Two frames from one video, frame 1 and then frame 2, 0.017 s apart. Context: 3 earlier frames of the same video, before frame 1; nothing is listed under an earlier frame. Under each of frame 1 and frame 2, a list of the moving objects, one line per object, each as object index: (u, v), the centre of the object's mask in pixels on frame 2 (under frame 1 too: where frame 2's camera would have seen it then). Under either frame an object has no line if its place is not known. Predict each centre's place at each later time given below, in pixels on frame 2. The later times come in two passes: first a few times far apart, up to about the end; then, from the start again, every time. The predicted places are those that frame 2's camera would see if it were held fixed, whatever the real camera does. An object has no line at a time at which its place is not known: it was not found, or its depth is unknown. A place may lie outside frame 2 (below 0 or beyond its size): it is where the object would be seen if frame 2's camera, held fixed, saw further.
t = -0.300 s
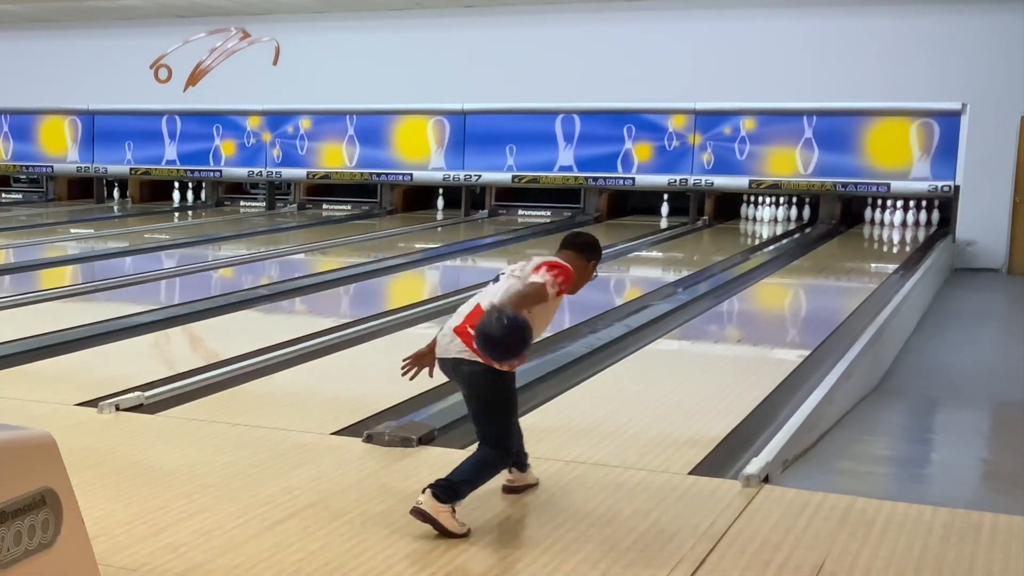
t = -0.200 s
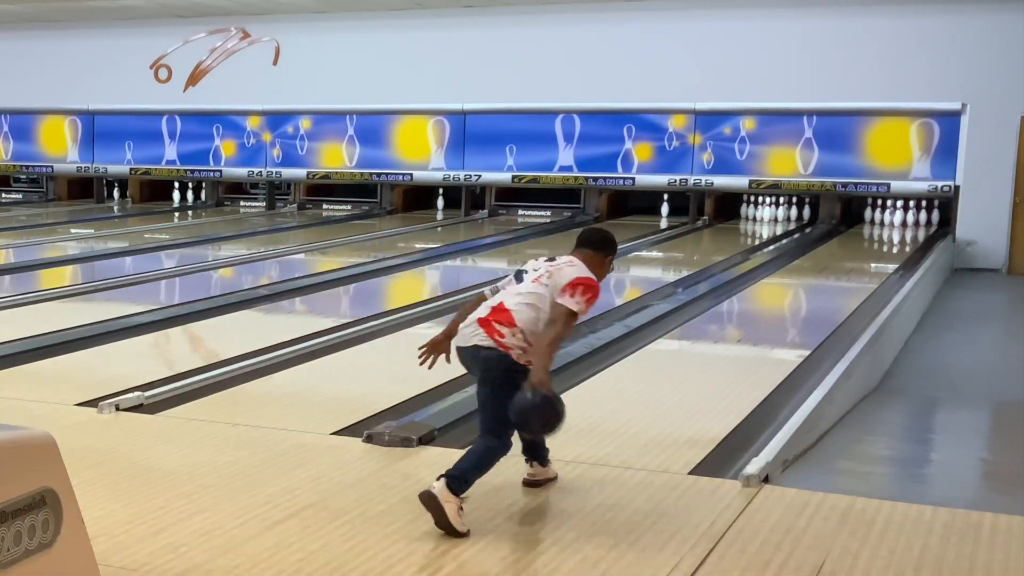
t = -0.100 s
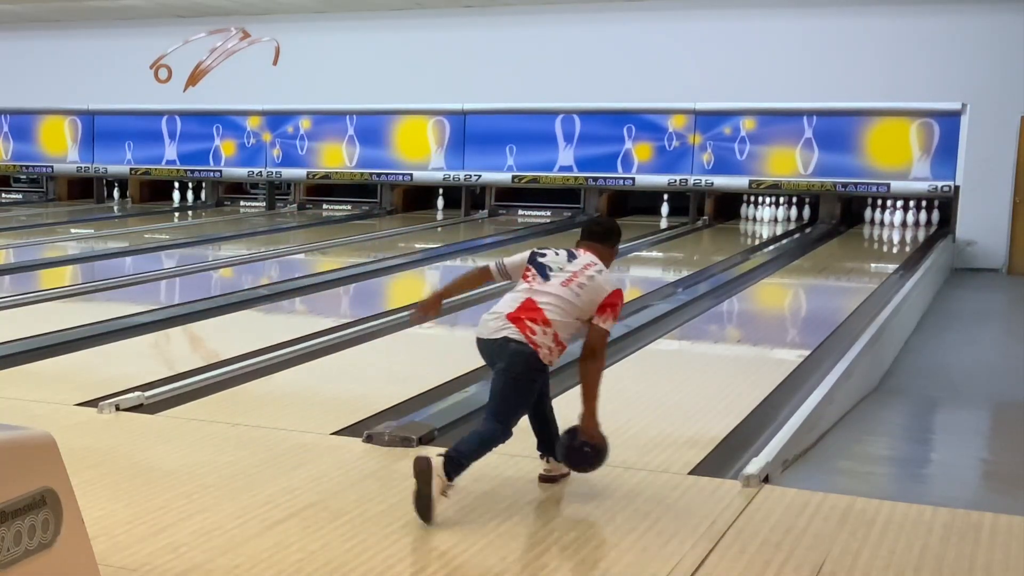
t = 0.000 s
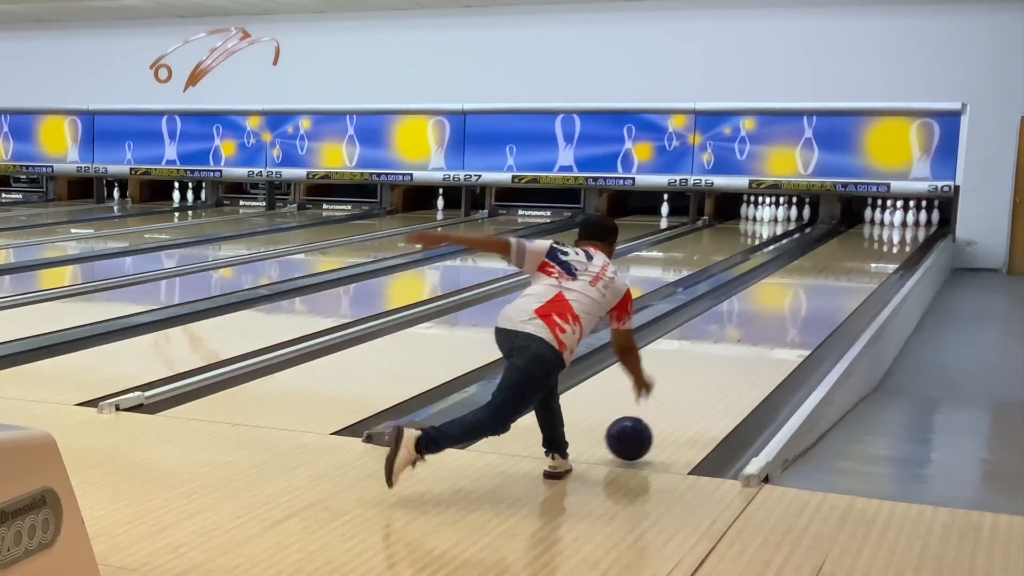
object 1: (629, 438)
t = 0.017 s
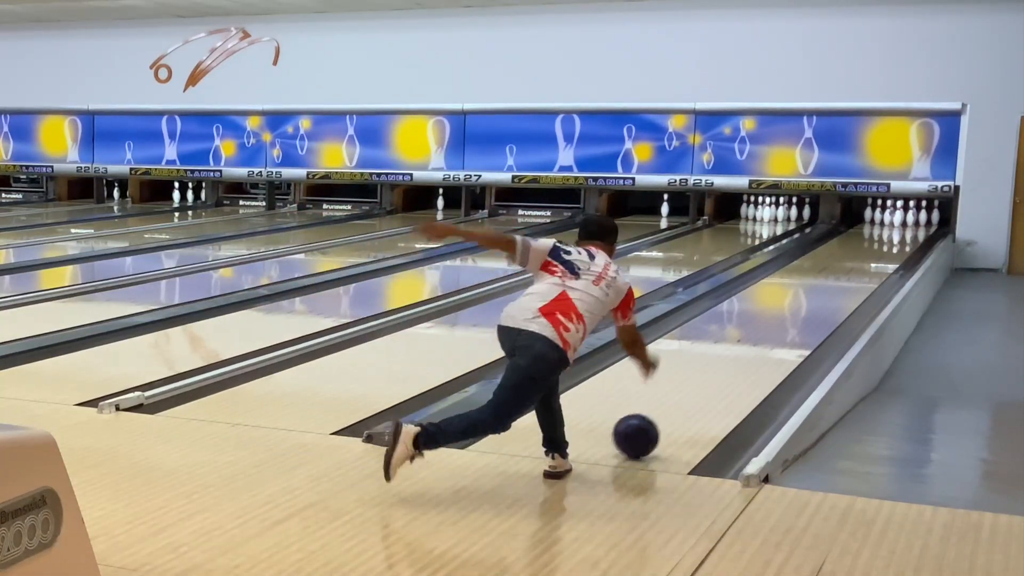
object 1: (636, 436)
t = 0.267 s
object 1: (719, 378)
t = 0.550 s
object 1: (781, 333)
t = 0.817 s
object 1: (821, 303)
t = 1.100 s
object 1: (851, 279)
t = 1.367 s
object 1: (871, 263)
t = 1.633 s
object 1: (885, 249)
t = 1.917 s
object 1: (895, 237)
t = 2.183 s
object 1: (898, 228)
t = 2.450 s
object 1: (899, 221)
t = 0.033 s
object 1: (642, 431)
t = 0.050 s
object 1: (649, 426)
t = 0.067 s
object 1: (655, 422)
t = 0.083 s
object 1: (661, 418)
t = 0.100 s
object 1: (667, 414)
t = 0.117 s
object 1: (673, 410)
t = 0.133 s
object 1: (679, 406)
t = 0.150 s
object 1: (684, 402)
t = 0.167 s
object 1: (689, 399)
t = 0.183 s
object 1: (695, 395)
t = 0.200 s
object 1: (700, 391)
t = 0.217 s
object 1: (705, 388)
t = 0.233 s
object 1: (709, 385)
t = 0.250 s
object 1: (714, 381)
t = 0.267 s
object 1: (719, 378)
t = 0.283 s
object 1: (723, 375)
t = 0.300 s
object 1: (727, 372)
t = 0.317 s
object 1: (731, 369)
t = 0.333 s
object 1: (736, 366)
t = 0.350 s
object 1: (739, 363)
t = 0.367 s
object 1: (743, 360)
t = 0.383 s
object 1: (747, 357)
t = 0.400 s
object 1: (751, 355)
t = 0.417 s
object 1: (755, 352)
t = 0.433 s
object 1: (758, 350)
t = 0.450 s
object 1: (762, 347)
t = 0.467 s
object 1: (765, 345)
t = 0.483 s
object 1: (768, 342)
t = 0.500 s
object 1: (771, 340)
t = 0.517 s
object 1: (775, 338)
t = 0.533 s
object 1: (778, 335)
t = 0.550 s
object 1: (781, 333)
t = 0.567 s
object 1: (784, 331)
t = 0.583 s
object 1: (786, 329)
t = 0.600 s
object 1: (789, 327)
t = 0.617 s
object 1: (792, 325)
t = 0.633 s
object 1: (795, 323)
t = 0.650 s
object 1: (797, 321)
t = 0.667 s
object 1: (800, 319)
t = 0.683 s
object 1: (802, 317)
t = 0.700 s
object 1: (805, 315)
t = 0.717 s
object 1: (807, 313)
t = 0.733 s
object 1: (810, 312)
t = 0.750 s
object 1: (812, 310)
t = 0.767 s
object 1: (814, 308)
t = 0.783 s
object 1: (816, 307)
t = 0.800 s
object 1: (819, 305)
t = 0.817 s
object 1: (821, 303)
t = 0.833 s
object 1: (823, 302)
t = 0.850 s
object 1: (825, 300)
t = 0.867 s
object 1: (827, 299)
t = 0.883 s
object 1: (829, 297)
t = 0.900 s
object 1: (831, 295)
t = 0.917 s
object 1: (833, 294)
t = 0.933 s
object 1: (835, 293)
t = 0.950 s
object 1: (836, 291)
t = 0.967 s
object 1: (838, 290)
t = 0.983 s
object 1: (840, 288)
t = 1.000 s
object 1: (841, 287)
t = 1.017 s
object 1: (843, 286)
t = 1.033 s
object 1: (845, 284)
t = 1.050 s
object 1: (846, 283)
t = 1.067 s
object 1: (848, 282)
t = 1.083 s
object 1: (849, 281)
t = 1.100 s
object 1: (851, 279)
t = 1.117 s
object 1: (852, 278)
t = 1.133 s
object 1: (854, 277)
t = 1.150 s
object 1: (855, 276)
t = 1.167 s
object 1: (856, 275)
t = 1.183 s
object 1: (858, 274)
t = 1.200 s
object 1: (859, 273)
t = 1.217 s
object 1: (860, 272)
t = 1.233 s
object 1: (861, 271)
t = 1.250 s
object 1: (863, 270)
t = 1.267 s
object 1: (864, 269)
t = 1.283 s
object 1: (865, 268)
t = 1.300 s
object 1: (866, 267)
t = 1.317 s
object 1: (867, 266)
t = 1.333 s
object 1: (868, 265)
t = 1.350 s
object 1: (870, 264)
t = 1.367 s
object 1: (871, 263)
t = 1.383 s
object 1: (872, 262)
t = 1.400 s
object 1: (873, 261)
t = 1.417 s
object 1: (874, 260)
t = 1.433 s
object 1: (875, 259)
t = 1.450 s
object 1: (875, 258)
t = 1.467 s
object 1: (876, 257)
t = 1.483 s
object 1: (877, 256)
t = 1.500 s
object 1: (878, 255)
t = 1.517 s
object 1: (879, 254)
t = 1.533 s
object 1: (880, 253)
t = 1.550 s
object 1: (881, 253)
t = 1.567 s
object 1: (881, 252)
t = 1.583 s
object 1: (882, 251)
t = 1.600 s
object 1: (883, 251)
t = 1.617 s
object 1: (884, 250)
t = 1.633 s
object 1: (885, 249)
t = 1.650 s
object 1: (886, 248)
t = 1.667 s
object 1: (886, 247)
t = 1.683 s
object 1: (887, 247)
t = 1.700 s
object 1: (888, 246)
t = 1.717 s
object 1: (888, 245)
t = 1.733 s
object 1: (889, 244)
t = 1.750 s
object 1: (890, 243)
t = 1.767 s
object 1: (890, 243)
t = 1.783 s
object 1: (891, 242)
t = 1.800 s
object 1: (891, 241)
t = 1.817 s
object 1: (892, 241)
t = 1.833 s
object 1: (892, 240)
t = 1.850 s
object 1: (893, 240)
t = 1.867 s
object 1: (893, 239)
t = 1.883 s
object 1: (894, 238)
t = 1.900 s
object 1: (894, 238)
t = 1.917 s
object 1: (895, 237)
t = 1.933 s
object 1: (895, 237)
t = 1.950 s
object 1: (895, 236)
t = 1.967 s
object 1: (896, 235)
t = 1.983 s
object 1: (896, 235)
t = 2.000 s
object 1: (896, 234)
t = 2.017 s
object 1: (897, 234)
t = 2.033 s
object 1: (897, 233)
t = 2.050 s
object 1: (897, 233)
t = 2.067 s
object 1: (897, 232)
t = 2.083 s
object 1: (898, 231)
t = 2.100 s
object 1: (898, 231)
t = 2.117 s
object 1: (898, 230)
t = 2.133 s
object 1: (898, 229)
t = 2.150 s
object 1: (898, 229)
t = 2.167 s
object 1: (898, 229)
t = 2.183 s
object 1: (898, 228)
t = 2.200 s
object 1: (899, 228)
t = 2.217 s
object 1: (899, 227)
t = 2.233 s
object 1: (899, 227)
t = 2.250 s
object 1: (899, 226)
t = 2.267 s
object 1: (899, 226)
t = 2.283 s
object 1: (899, 225)
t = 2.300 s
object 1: (899, 225)
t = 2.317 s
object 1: (899, 224)
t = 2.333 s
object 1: (899, 224)
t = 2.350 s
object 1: (899, 224)
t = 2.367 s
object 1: (899, 223)
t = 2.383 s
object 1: (899, 223)
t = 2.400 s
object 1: (899, 222)
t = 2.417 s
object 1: (899, 222)
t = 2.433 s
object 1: (899, 221)
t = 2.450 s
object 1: (899, 221)
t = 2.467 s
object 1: (899, 221)
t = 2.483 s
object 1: (899, 220)
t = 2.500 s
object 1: (899, 220)
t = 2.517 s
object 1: (900, 220)
